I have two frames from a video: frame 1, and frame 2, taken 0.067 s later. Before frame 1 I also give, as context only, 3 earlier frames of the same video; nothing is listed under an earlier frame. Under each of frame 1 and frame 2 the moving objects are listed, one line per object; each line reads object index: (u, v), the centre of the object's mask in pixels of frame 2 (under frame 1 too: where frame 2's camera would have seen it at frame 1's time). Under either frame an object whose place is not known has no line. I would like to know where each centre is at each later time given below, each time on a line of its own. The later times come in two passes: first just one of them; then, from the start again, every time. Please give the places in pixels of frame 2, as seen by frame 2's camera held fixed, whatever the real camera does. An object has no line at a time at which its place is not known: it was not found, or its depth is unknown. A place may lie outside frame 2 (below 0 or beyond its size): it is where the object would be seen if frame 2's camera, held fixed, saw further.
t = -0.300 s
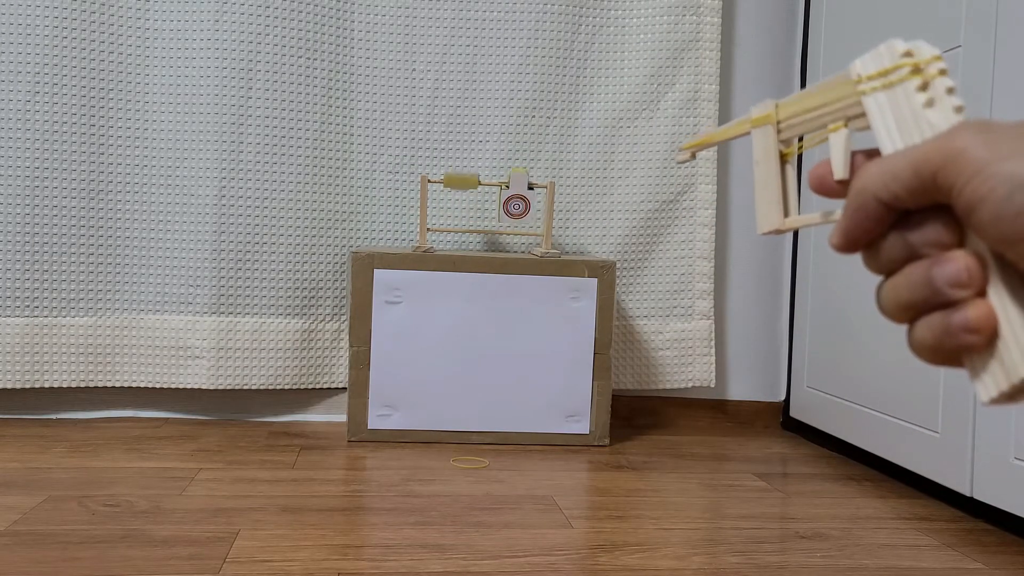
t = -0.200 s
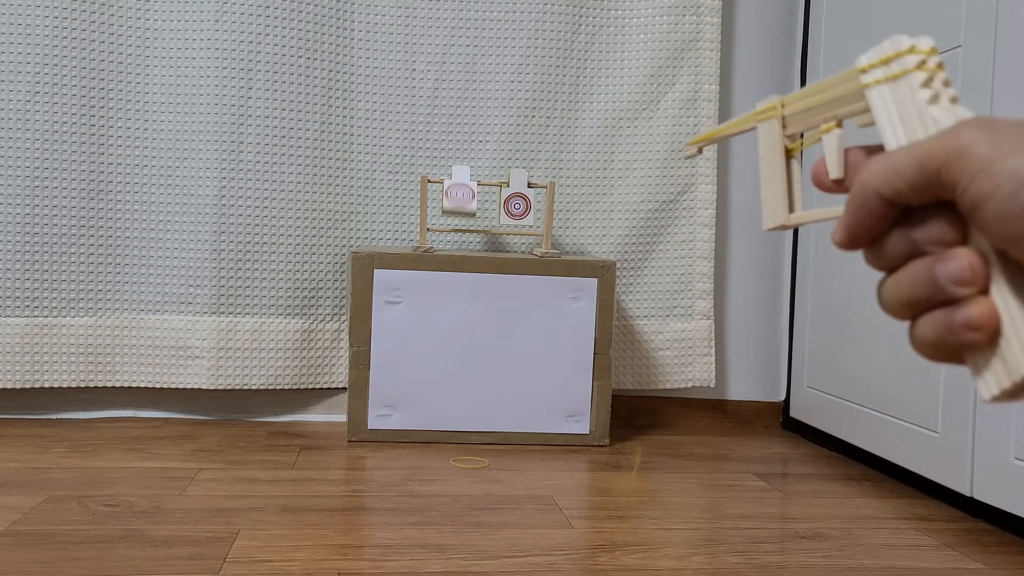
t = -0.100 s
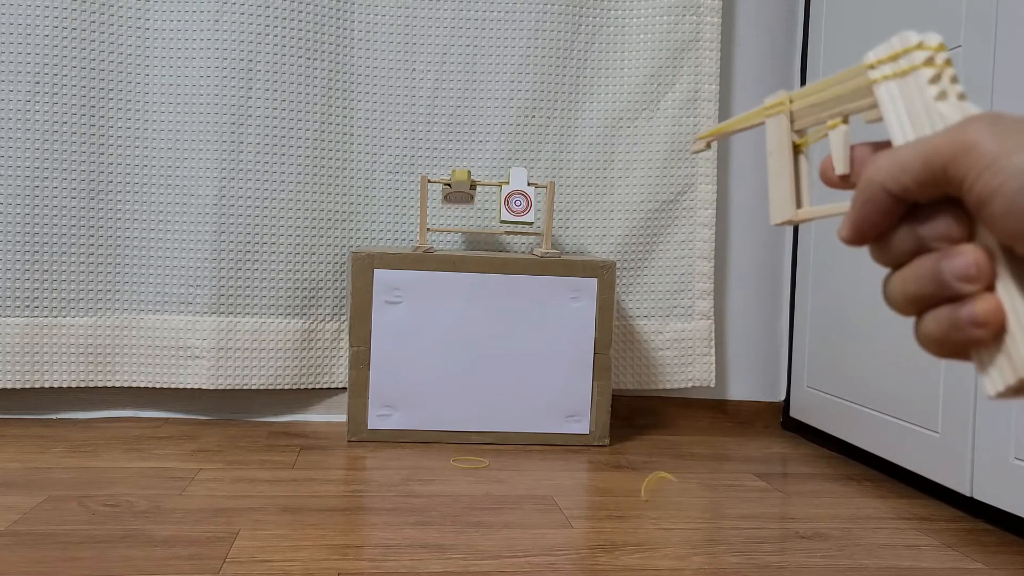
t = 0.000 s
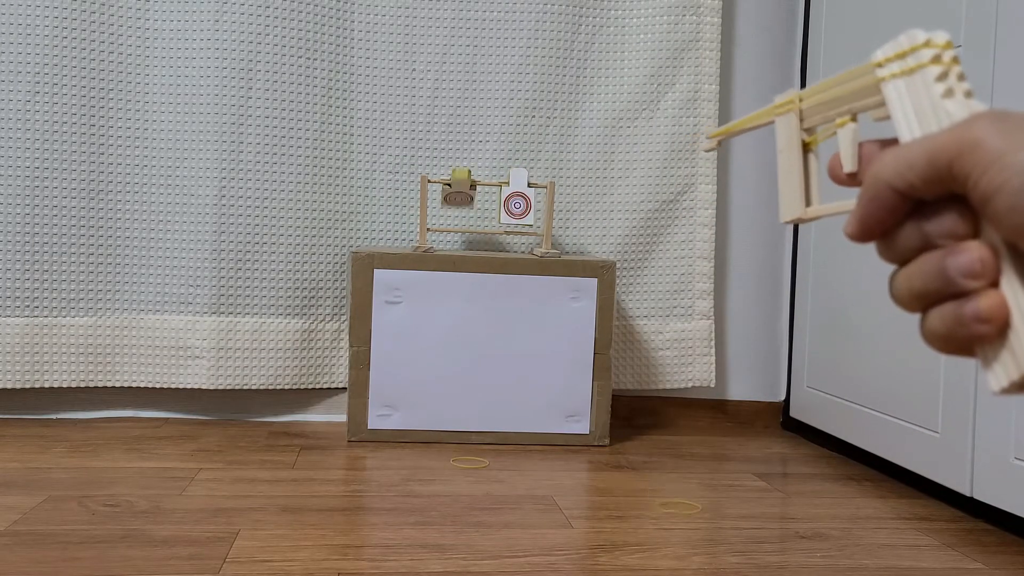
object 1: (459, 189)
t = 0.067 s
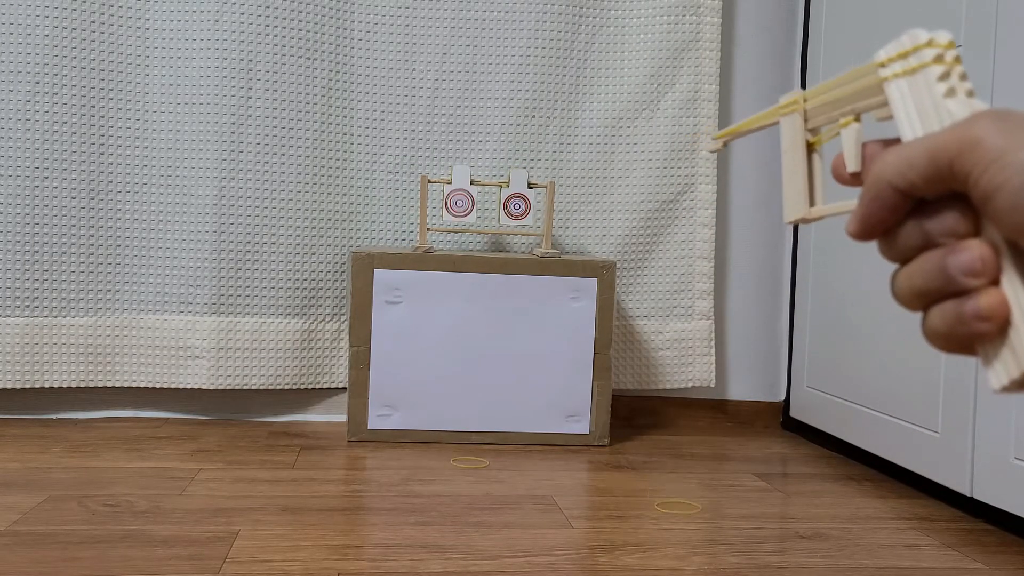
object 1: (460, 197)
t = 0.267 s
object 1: (460, 193)
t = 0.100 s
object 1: (460, 193)
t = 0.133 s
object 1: (460, 190)
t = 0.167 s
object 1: (460, 188)
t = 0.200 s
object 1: (460, 188)
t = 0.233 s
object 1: (460, 190)
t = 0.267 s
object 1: (460, 193)
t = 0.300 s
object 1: (460, 196)
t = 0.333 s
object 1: (459, 196)
